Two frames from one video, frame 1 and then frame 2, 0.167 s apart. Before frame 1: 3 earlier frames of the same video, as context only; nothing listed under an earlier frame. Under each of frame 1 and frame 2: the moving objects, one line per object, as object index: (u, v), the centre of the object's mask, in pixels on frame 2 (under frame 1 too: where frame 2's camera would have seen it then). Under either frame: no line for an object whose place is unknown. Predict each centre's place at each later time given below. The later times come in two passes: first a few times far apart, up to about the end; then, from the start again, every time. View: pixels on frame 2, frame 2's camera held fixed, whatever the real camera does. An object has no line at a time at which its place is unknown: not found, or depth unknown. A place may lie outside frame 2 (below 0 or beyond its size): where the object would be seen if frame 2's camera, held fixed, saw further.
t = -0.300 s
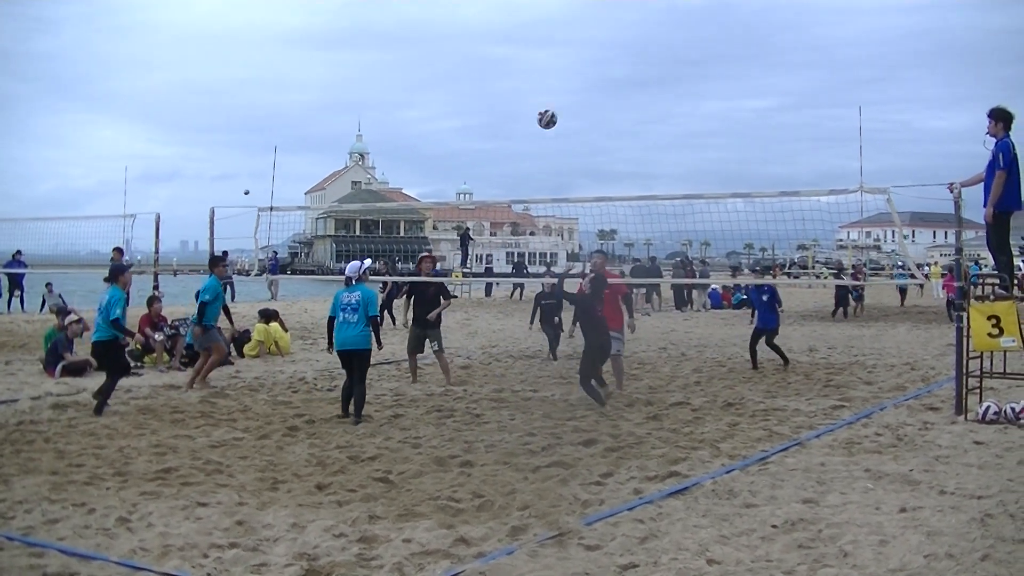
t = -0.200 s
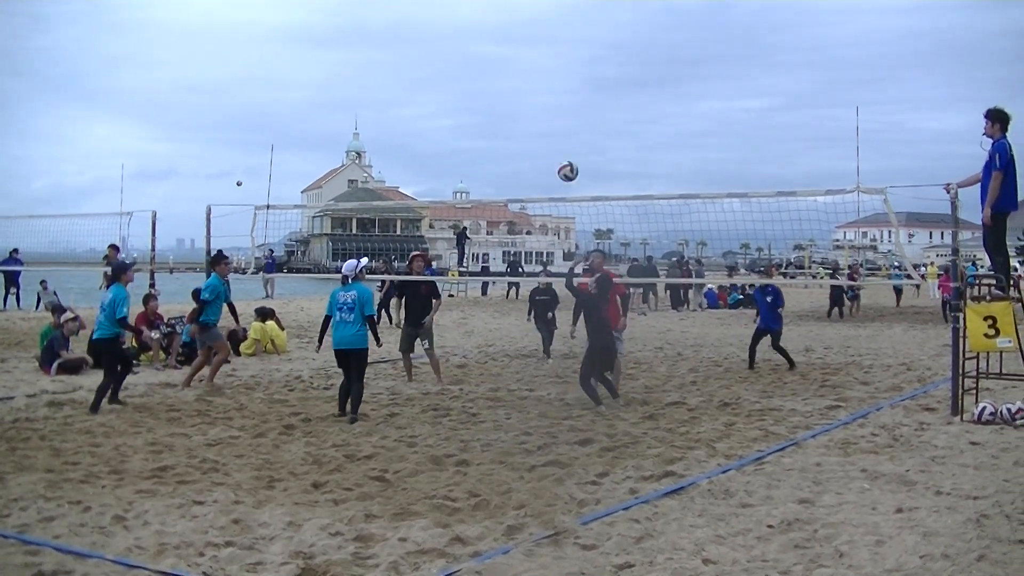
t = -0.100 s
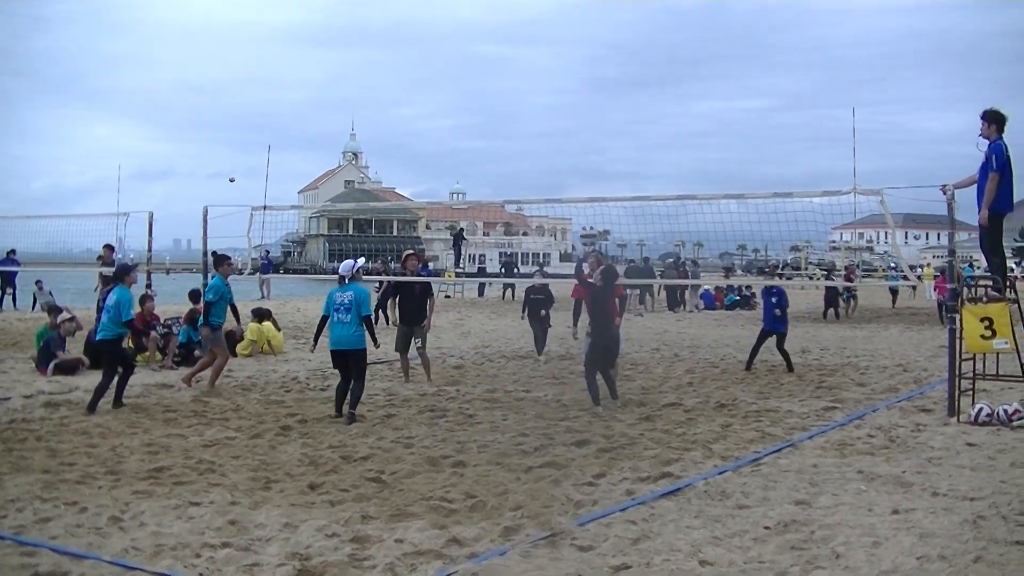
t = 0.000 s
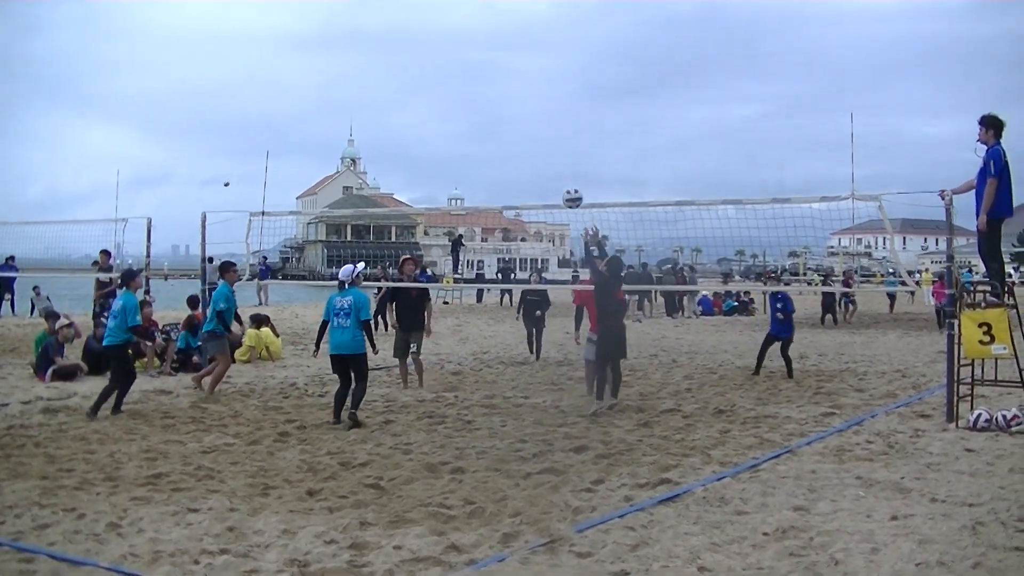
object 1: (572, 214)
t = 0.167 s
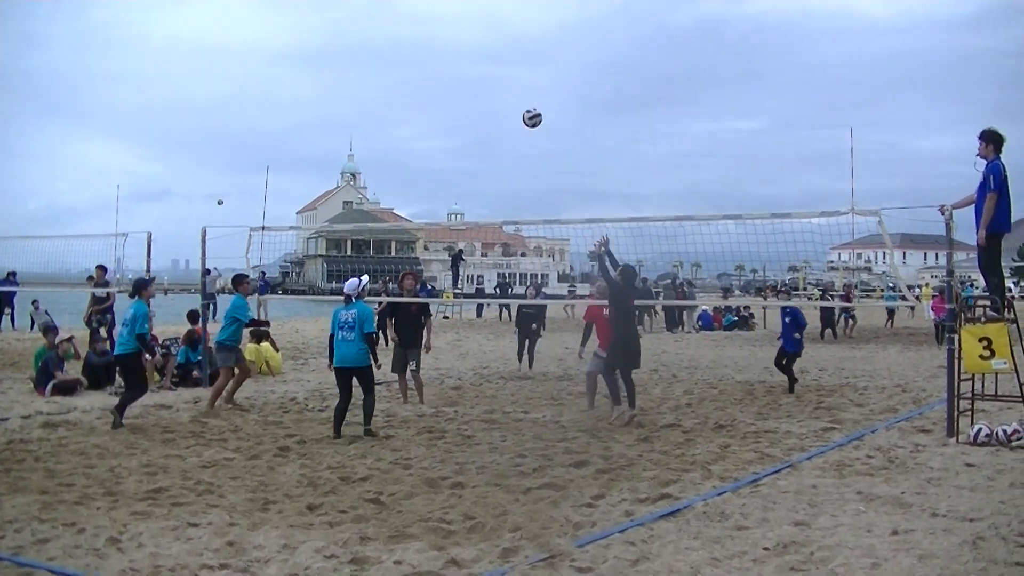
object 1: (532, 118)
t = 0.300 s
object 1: (504, 62)
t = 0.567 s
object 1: (454, 1)
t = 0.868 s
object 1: (404, 3)
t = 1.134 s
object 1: (364, 61)
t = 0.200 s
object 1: (525, 103)
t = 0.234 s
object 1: (517, 88)
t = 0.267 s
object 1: (510, 75)
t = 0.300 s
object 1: (504, 62)
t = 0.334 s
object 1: (497, 50)
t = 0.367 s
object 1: (490, 40)
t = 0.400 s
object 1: (484, 31)
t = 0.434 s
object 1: (478, 22)
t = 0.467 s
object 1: (472, 15)
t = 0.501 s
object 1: (466, 9)
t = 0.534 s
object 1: (460, 5)
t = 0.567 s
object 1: (454, 1)
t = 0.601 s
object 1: (448, -2)
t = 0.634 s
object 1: (442, -3)
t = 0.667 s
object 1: (437, -3)
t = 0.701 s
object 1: (431, -3)
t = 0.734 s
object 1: (426, -3)
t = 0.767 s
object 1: (421, -3)
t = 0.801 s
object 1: (415, -2)
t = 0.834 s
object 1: (410, 0)
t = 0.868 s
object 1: (404, 3)
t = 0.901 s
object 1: (399, 8)
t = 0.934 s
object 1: (394, 13)
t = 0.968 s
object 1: (389, 19)
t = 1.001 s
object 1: (384, 25)
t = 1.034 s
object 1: (378, 32)
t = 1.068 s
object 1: (374, 41)
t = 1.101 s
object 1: (369, 50)
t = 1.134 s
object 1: (364, 61)
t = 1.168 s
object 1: (359, 72)
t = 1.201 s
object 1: (355, 84)
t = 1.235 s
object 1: (350, 97)
